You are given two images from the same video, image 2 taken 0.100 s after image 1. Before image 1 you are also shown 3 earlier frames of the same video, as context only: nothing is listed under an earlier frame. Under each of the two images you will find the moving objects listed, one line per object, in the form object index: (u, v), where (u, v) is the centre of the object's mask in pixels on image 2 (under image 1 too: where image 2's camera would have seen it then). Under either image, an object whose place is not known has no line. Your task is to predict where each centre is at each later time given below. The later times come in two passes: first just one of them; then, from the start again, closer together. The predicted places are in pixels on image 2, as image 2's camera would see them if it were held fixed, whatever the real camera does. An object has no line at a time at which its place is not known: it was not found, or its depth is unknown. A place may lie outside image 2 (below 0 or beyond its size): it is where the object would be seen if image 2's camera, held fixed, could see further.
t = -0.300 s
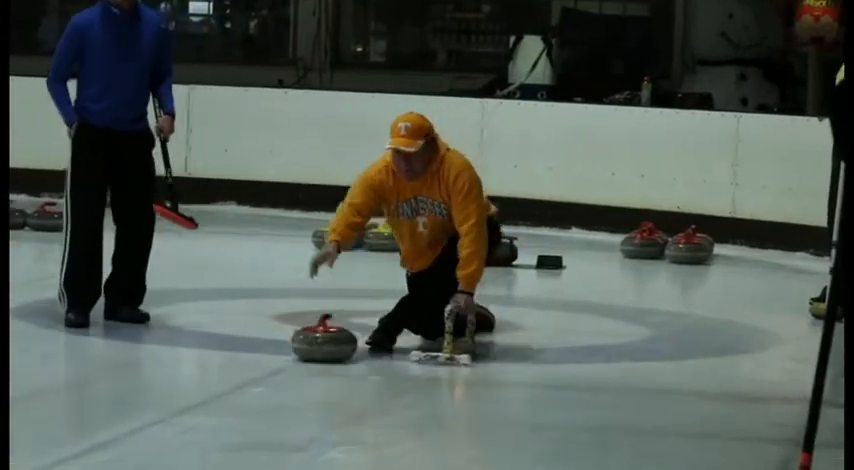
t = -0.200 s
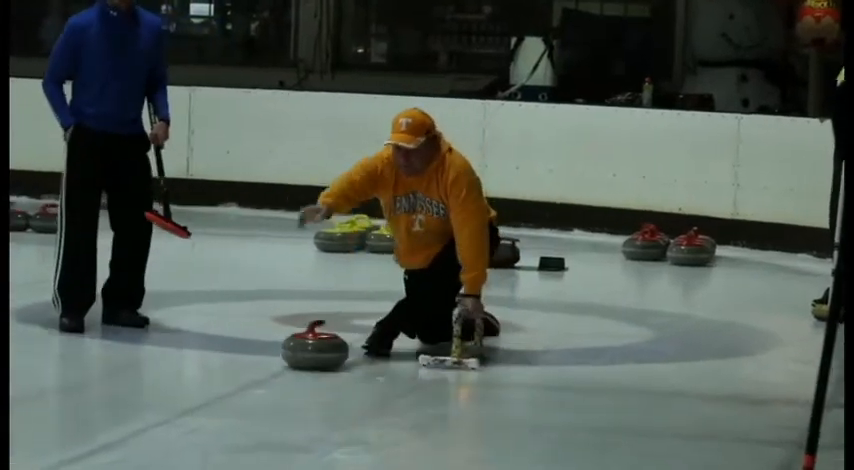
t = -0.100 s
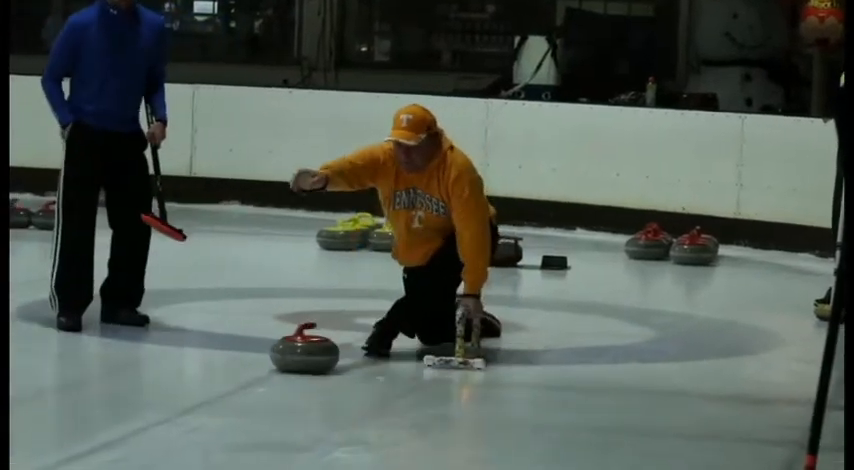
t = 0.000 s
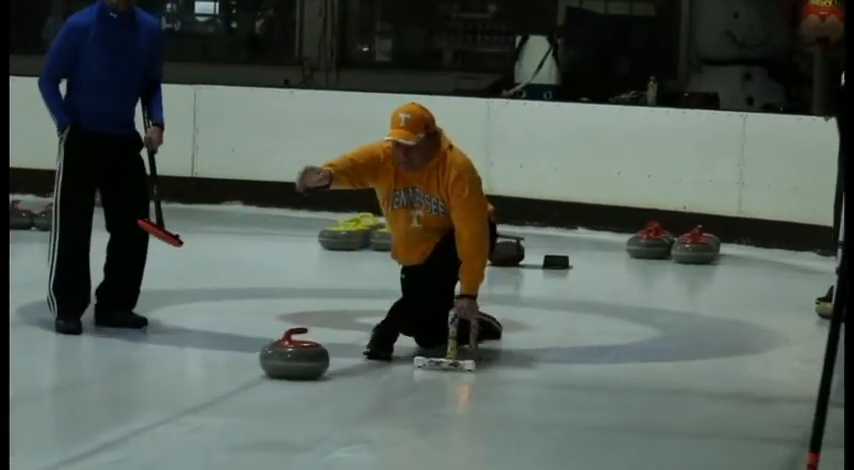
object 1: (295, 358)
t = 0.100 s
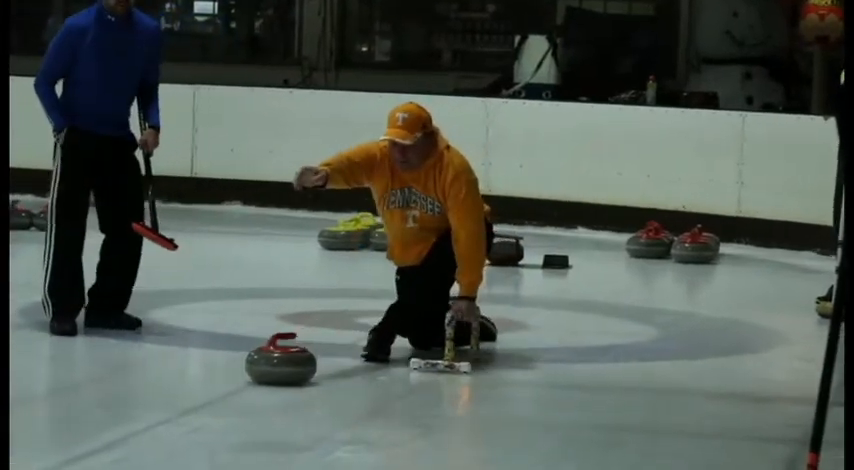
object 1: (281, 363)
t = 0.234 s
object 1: (265, 371)
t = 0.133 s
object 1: (277, 365)
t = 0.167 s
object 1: (273, 367)
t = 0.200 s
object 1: (269, 369)
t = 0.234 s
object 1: (265, 371)
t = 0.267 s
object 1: (259, 372)
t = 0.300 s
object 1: (256, 373)
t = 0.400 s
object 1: (242, 380)
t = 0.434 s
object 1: (238, 382)
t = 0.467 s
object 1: (233, 384)
